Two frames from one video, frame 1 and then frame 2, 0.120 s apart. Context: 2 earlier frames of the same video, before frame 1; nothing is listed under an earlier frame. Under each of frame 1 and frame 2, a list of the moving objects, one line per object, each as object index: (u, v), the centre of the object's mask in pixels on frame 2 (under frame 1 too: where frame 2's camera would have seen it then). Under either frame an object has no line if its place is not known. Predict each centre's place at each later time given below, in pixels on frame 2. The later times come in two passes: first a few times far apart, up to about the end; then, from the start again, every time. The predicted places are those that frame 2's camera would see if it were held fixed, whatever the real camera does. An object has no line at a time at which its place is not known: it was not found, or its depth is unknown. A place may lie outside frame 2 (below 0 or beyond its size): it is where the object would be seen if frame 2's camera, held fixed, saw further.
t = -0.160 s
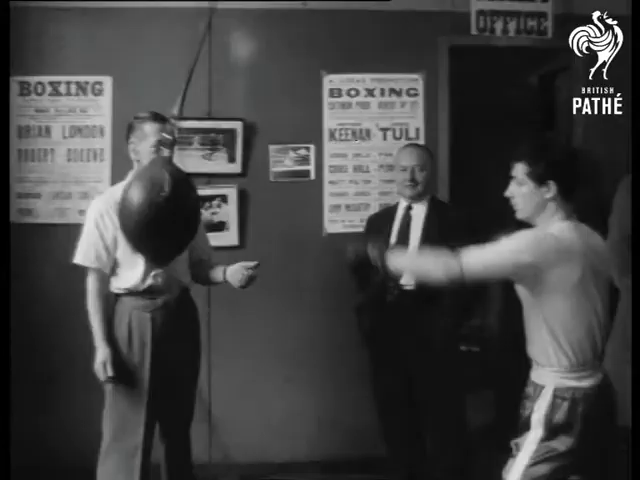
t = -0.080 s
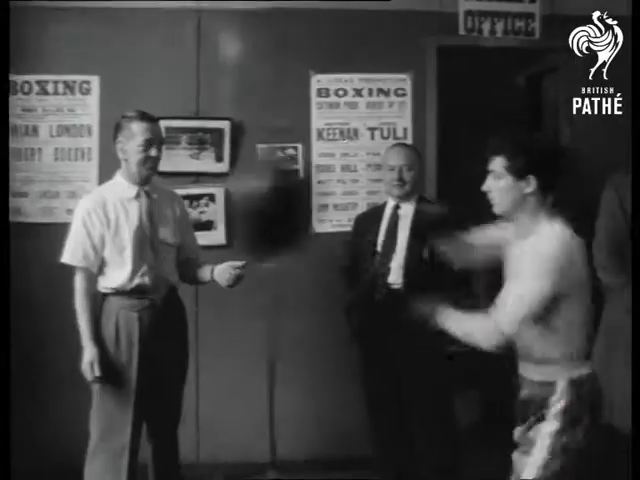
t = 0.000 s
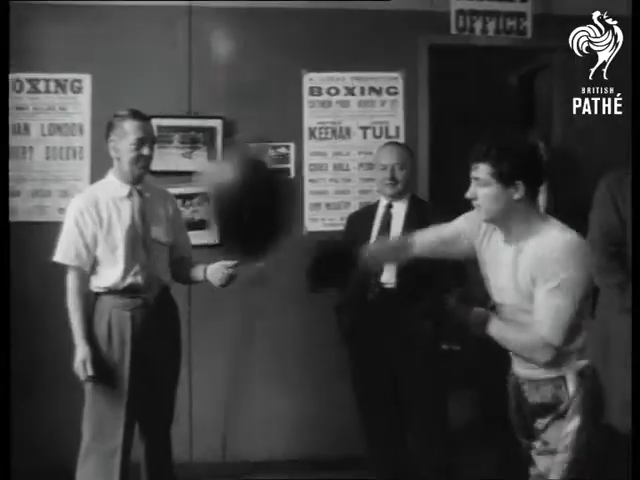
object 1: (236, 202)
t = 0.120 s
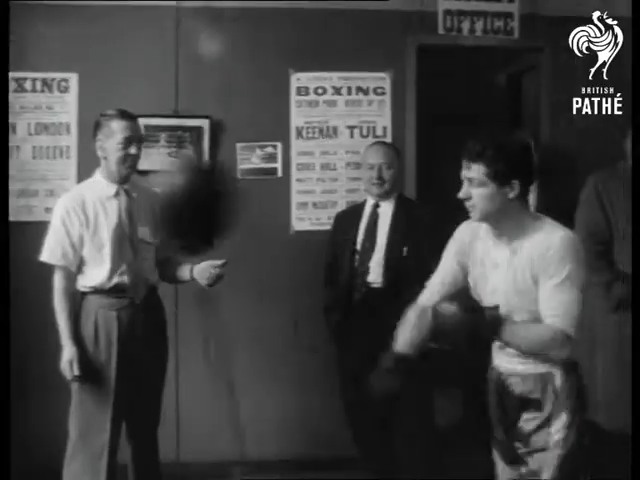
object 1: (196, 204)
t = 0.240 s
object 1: (346, 210)
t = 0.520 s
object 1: (325, 213)
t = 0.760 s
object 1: (215, 202)
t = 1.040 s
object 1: (173, 208)
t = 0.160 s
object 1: (269, 203)
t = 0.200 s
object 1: (331, 207)
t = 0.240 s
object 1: (346, 210)
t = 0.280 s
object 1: (293, 206)
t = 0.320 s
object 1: (222, 204)
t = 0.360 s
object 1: (148, 215)
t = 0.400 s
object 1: (152, 216)
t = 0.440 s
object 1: (216, 198)
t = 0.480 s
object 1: (270, 202)
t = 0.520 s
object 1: (325, 213)
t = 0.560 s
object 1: (329, 205)
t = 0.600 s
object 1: (278, 200)
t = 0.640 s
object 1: (216, 210)
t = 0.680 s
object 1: (155, 218)
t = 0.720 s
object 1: (160, 204)
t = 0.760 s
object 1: (215, 202)
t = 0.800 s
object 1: (269, 211)
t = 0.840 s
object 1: (316, 206)
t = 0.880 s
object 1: (321, 202)
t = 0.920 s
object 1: (274, 209)
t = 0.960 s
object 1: (219, 209)
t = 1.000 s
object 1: (170, 208)
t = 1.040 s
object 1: (173, 208)
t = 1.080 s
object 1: (219, 205)
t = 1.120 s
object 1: (264, 207)
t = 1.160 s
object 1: (305, 208)
